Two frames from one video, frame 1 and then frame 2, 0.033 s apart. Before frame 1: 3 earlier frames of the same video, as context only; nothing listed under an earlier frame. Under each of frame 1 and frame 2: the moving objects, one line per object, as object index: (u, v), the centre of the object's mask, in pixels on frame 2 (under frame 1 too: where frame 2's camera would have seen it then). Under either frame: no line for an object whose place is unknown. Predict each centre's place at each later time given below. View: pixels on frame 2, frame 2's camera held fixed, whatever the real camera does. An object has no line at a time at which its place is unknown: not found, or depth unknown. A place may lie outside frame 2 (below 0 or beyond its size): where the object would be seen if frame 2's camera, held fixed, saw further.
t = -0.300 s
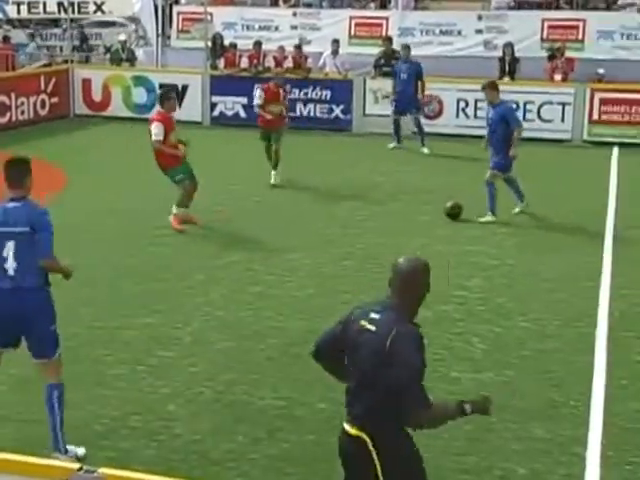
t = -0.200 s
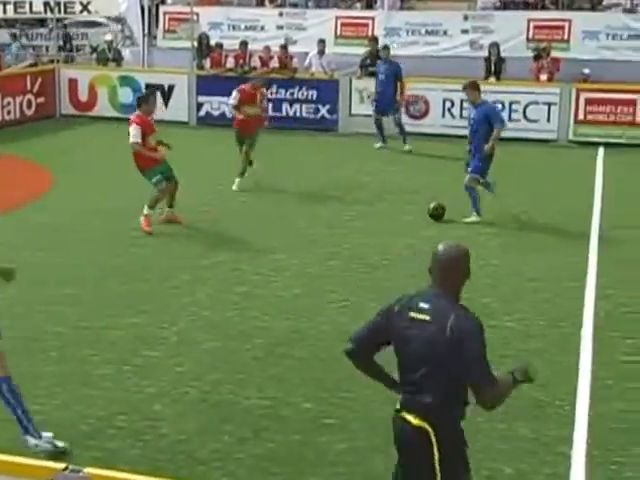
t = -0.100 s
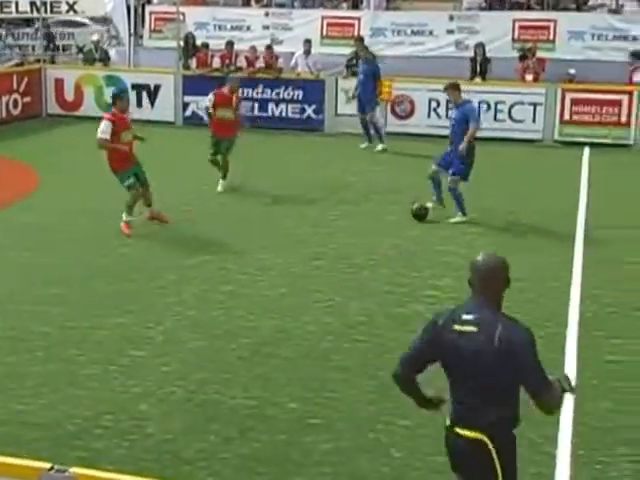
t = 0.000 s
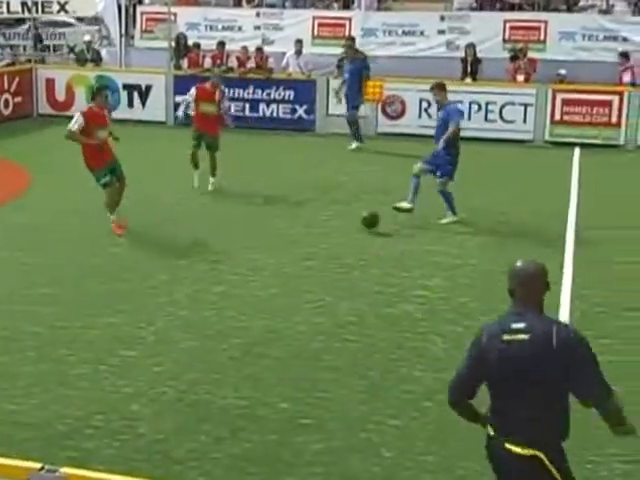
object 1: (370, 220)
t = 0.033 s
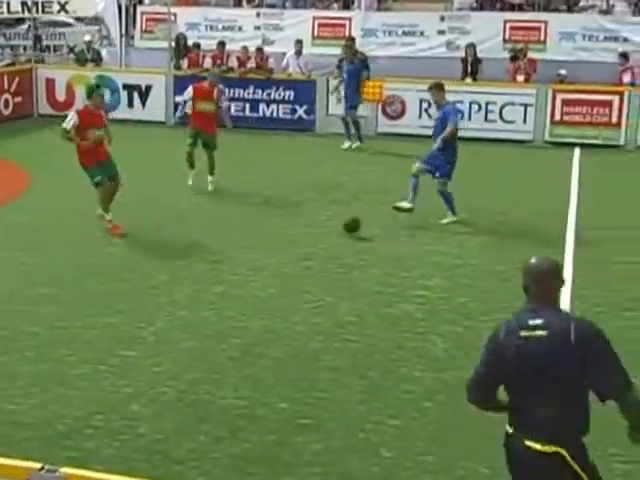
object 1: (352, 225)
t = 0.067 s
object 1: (332, 230)
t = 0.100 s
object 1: (311, 235)
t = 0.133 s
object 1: (291, 243)
